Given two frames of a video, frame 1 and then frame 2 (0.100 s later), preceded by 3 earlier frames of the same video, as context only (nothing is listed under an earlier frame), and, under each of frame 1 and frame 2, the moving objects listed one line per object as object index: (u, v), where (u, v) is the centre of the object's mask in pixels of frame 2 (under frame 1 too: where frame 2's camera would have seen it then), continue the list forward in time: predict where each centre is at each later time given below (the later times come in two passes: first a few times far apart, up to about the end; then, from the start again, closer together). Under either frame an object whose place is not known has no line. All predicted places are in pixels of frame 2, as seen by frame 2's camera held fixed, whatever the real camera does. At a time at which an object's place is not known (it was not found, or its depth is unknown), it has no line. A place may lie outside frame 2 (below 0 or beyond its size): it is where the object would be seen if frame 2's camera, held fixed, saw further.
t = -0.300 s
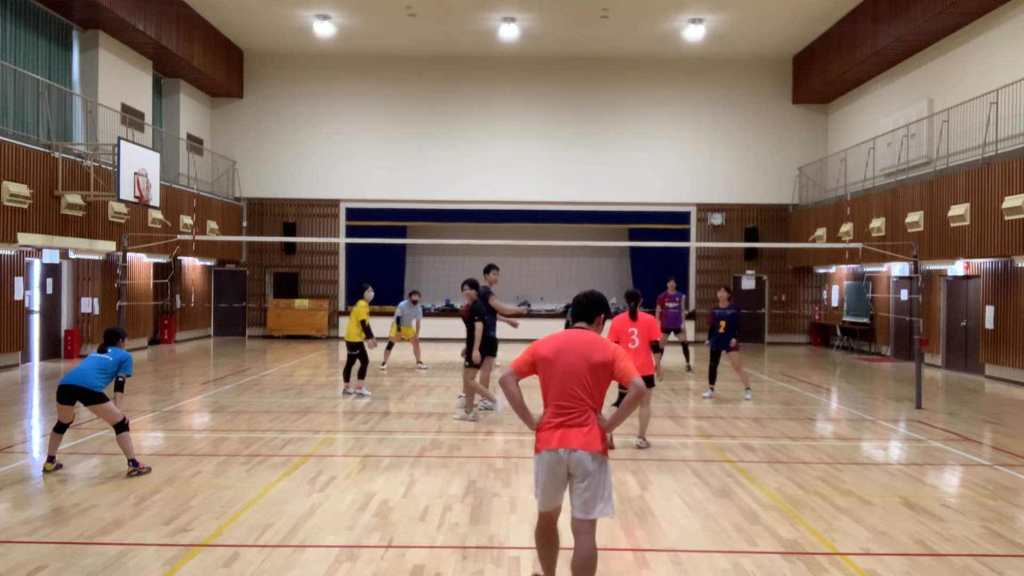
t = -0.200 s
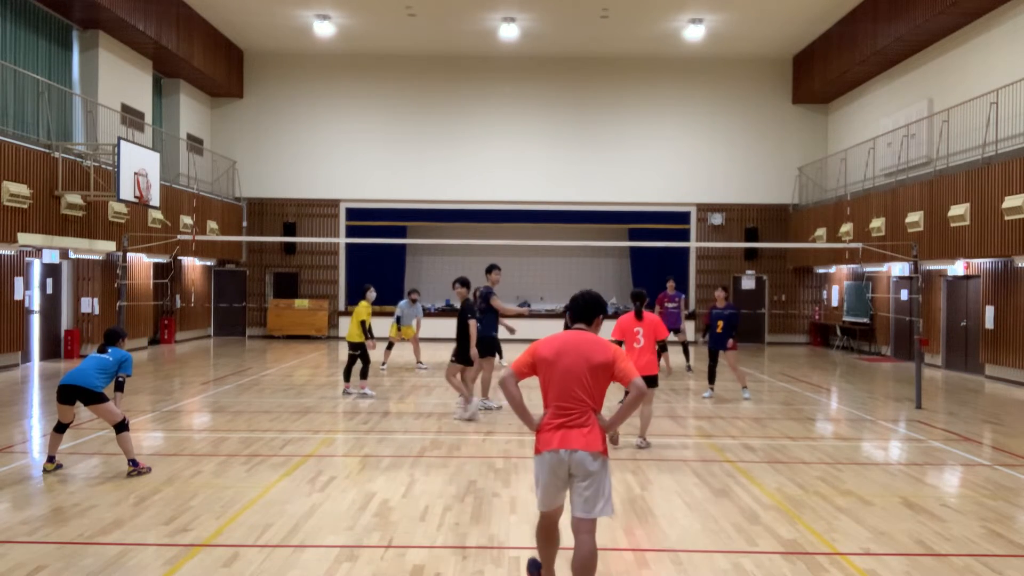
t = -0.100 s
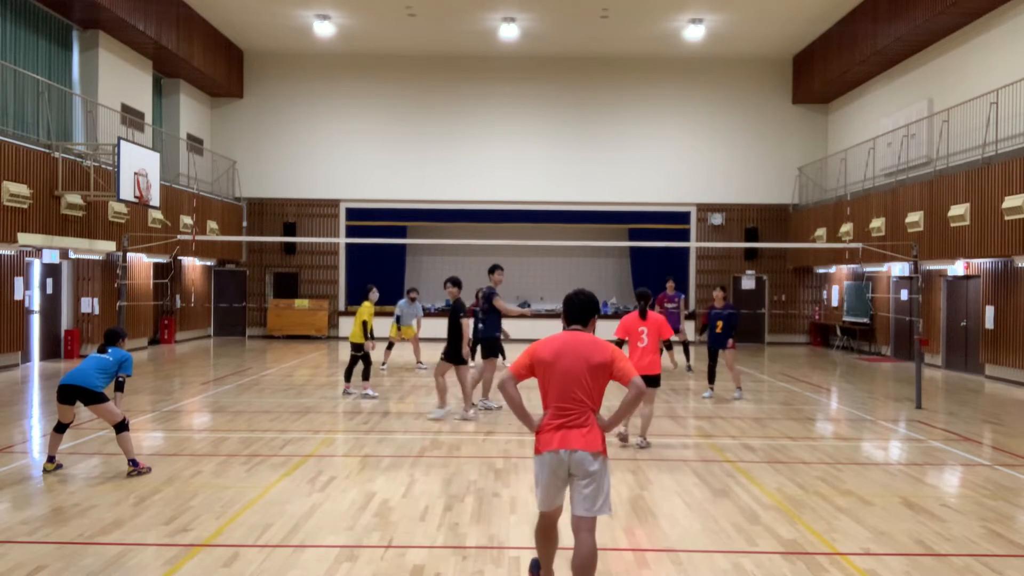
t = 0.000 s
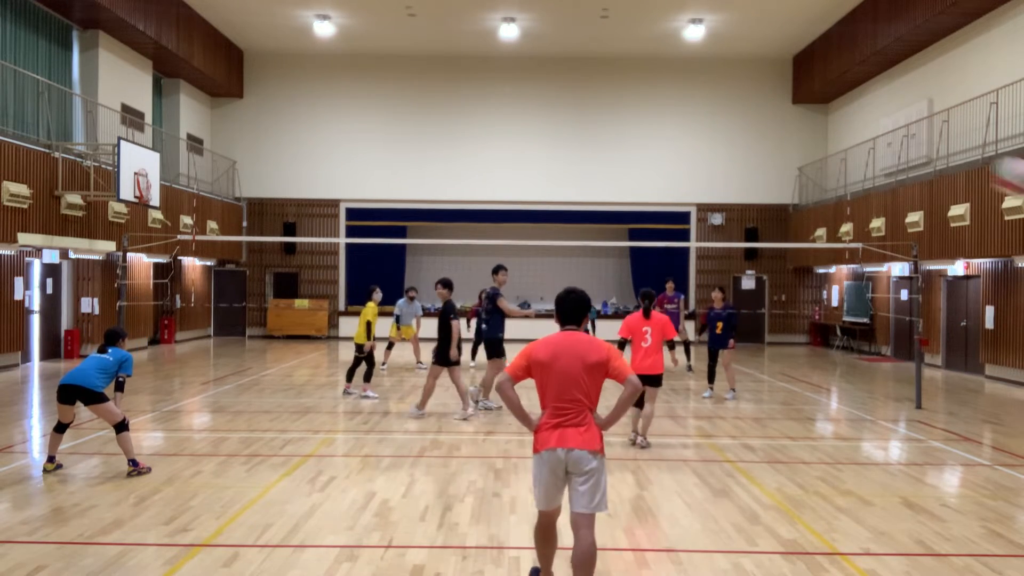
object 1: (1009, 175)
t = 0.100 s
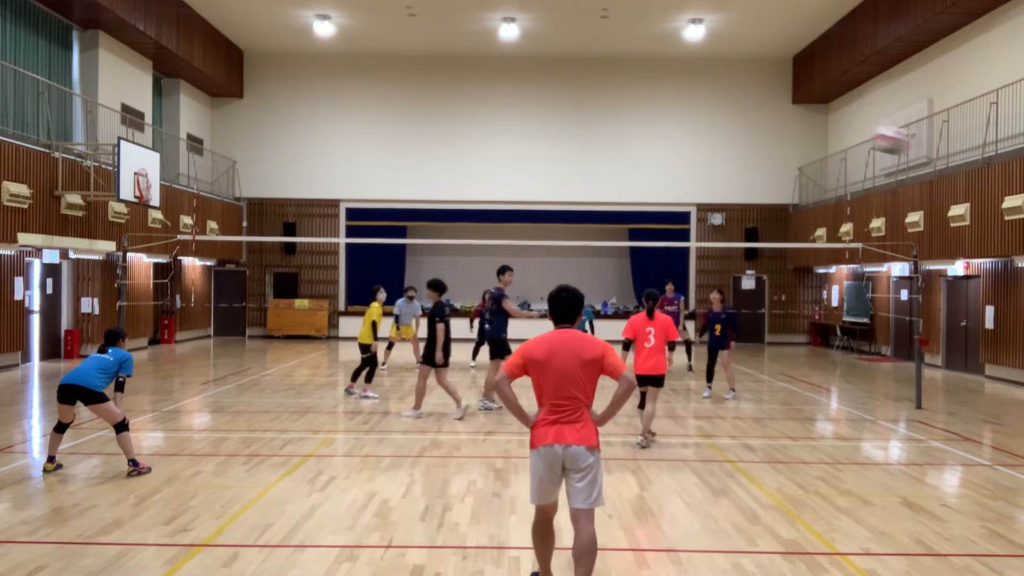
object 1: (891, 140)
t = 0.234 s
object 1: (781, 131)
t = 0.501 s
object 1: (662, 159)
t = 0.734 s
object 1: (611, 206)
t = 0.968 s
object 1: (586, 262)
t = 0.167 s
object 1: (831, 132)
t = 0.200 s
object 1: (805, 131)
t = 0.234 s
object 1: (781, 131)
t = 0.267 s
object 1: (761, 132)
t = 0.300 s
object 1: (743, 134)
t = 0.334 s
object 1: (726, 138)
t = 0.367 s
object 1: (709, 141)
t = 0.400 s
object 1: (695, 144)
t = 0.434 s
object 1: (683, 148)
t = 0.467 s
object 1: (672, 154)
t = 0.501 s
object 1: (662, 159)
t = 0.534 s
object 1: (653, 165)
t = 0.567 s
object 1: (644, 171)
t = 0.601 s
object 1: (636, 178)
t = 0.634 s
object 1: (629, 185)
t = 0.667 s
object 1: (622, 193)
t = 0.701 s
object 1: (616, 199)
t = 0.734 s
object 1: (611, 206)
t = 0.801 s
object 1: (602, 220)
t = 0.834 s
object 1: (598, 229)
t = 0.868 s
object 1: (594, 236)
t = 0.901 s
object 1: (591, 246)
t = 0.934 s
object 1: (588, 253)
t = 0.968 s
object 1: (586, 262)
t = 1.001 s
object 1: (583, 272)
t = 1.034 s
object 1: (580, 276)
